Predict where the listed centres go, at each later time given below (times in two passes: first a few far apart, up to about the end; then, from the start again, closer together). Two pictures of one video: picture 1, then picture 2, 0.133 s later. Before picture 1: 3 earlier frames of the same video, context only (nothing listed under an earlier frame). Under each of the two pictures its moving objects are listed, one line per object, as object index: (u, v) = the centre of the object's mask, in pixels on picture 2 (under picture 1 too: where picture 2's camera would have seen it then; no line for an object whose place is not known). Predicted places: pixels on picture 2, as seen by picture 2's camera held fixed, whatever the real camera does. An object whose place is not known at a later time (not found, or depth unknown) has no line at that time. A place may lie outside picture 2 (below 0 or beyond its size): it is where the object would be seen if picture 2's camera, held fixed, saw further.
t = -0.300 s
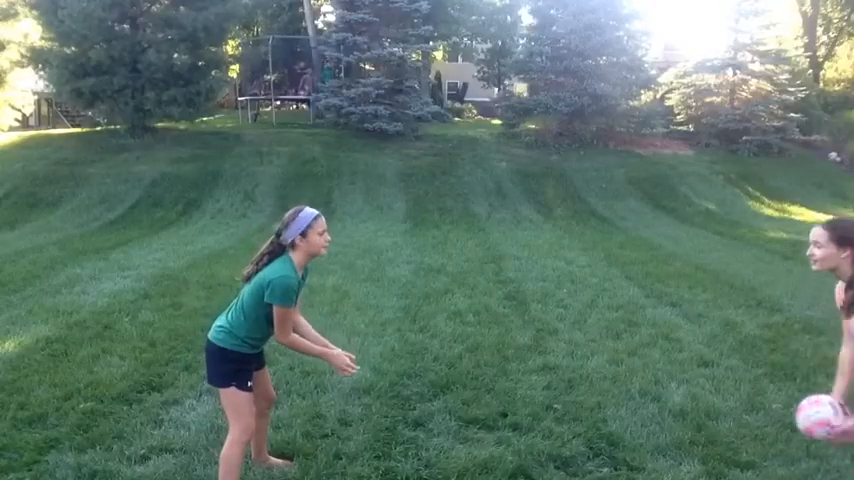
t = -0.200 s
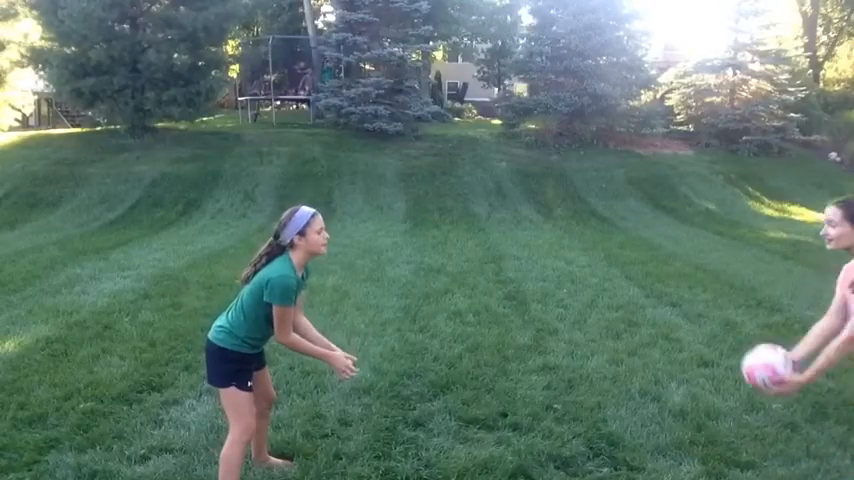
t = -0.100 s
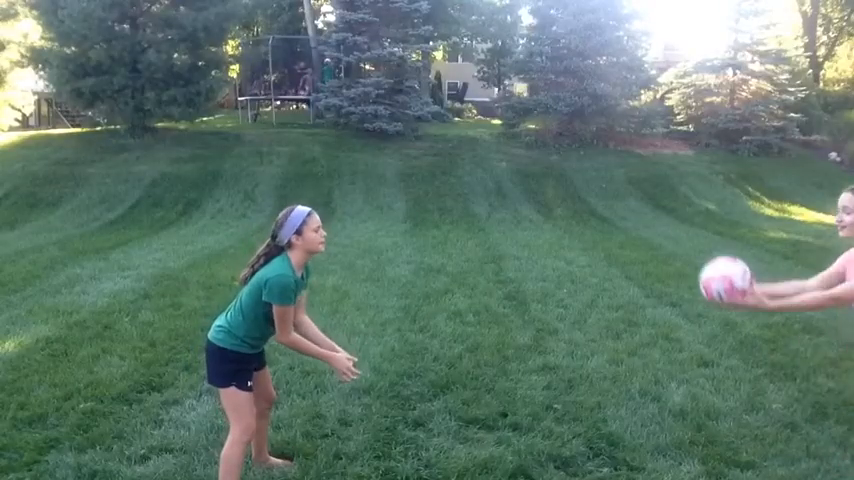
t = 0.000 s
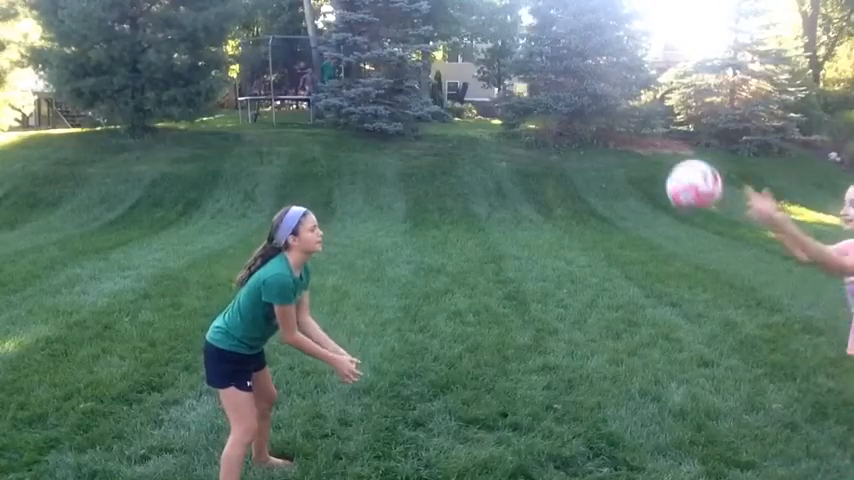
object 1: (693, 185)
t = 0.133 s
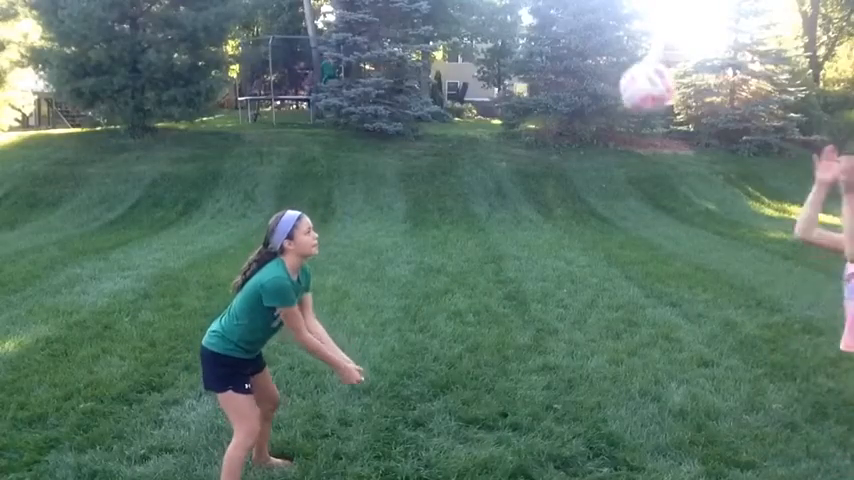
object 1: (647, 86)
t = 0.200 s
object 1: (621, 52)
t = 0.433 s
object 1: (530, 17)
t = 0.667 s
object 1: (438, 106)
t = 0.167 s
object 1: (635, 67)
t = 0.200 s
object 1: (621, 52)
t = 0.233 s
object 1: (610, 37)
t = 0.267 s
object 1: (597, 28)
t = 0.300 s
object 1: (583, 22)
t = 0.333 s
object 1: (570, 18)
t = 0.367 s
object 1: (556, 15)
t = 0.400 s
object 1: (544, 16)
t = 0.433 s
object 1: (530, 17)
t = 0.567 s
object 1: (477, 52)
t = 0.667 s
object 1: (438, 106)
